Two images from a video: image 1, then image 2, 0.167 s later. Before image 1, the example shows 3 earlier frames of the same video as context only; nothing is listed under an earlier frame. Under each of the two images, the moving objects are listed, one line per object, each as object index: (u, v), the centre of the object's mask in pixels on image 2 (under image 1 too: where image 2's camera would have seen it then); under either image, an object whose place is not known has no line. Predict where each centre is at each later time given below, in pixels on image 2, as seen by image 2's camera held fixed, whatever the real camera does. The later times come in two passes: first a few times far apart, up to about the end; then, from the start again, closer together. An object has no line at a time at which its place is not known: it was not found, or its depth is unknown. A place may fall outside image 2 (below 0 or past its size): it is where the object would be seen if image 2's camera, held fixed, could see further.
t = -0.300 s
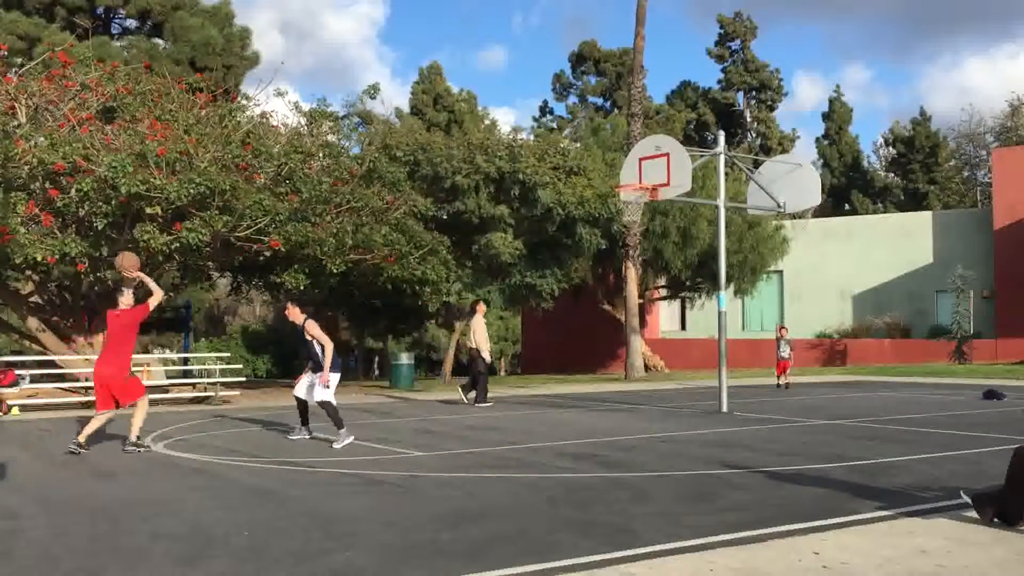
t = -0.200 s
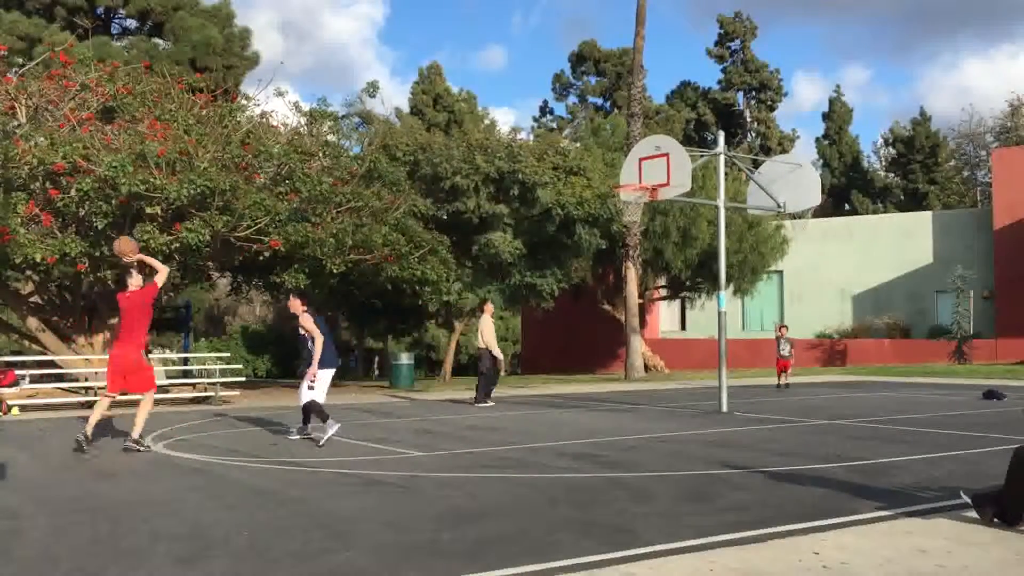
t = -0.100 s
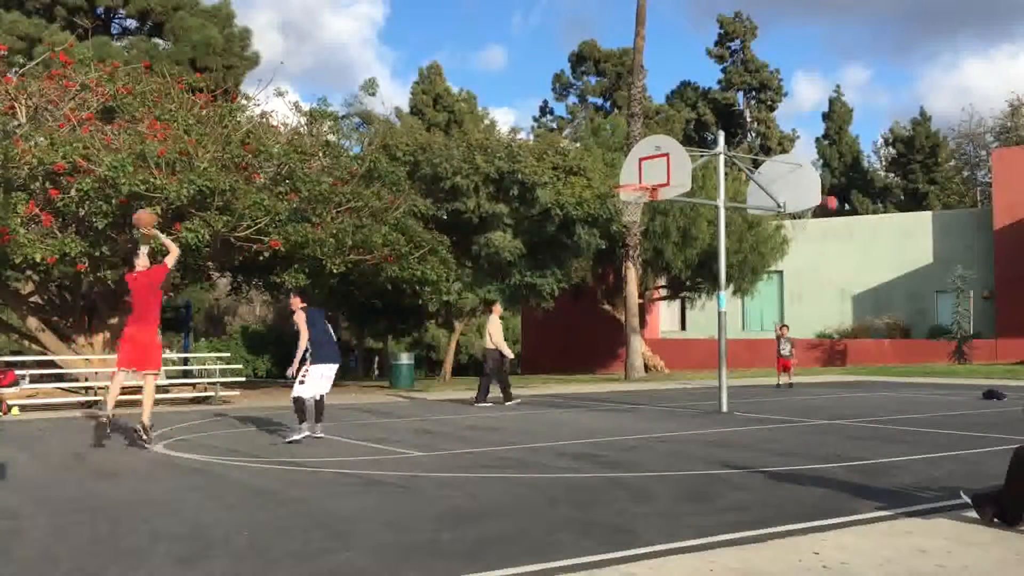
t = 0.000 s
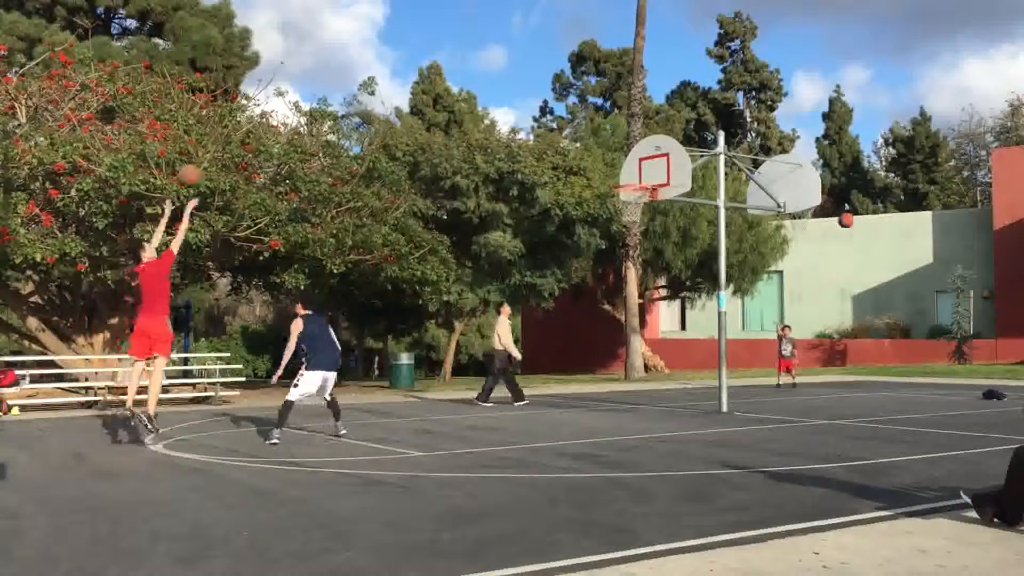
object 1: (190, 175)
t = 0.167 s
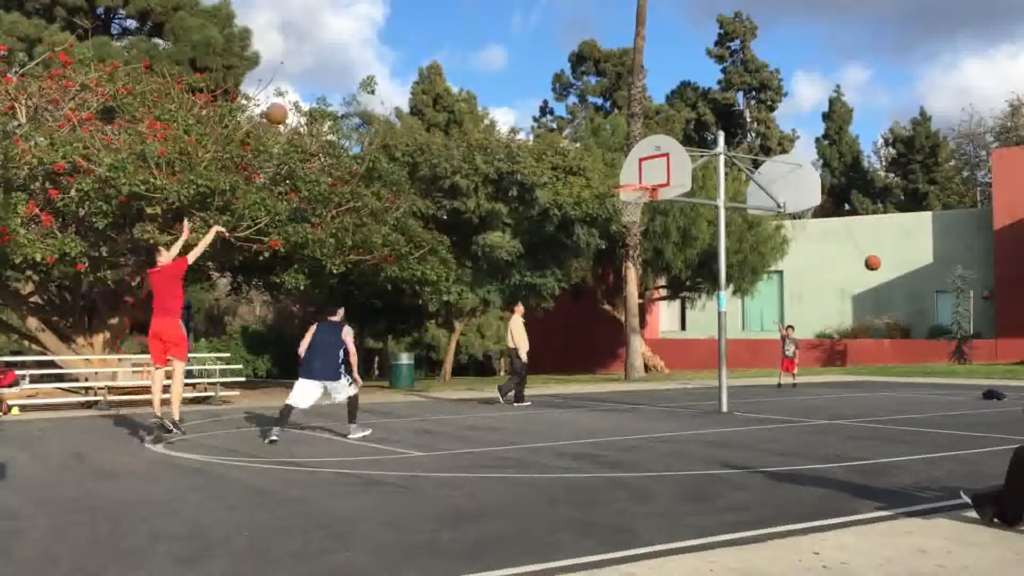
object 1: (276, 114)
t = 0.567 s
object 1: (451, 76)
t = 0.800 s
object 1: (538, 113)
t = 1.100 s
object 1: (623, 212)
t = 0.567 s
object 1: (451, 76)
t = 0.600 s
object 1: (465, 78)
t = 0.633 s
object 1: (477, 82)
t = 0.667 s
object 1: (490, 87)
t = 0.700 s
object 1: (502, 93)
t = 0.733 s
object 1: (515, 99)
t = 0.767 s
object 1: (526, 105)
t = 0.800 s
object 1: (538, 113)
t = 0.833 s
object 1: (550, 121)
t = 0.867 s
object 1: (562, 131)
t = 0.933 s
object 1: (584, 151)
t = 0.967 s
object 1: (595, 162)
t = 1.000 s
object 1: (606, 176)
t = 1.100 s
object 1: (623, 212)
